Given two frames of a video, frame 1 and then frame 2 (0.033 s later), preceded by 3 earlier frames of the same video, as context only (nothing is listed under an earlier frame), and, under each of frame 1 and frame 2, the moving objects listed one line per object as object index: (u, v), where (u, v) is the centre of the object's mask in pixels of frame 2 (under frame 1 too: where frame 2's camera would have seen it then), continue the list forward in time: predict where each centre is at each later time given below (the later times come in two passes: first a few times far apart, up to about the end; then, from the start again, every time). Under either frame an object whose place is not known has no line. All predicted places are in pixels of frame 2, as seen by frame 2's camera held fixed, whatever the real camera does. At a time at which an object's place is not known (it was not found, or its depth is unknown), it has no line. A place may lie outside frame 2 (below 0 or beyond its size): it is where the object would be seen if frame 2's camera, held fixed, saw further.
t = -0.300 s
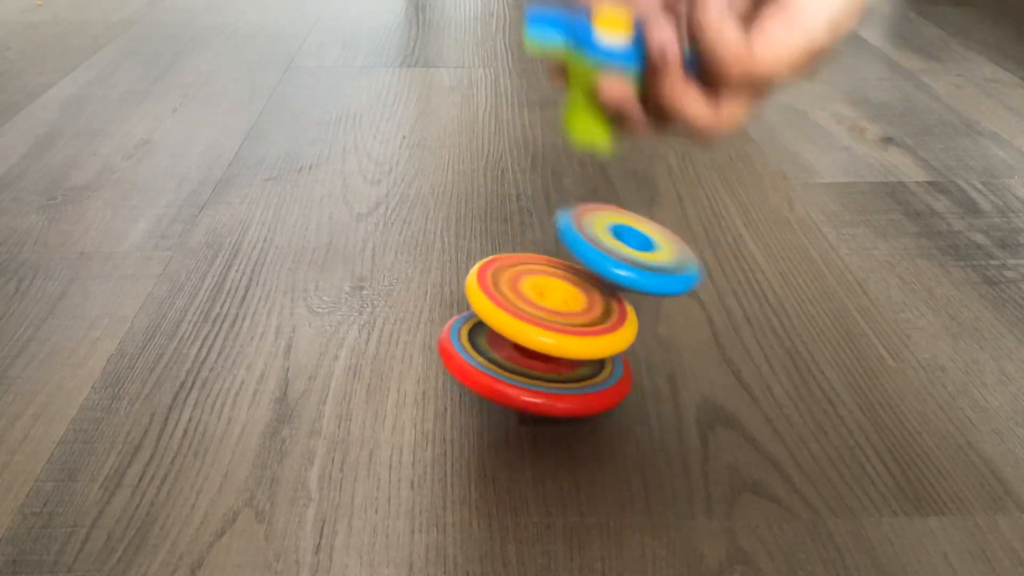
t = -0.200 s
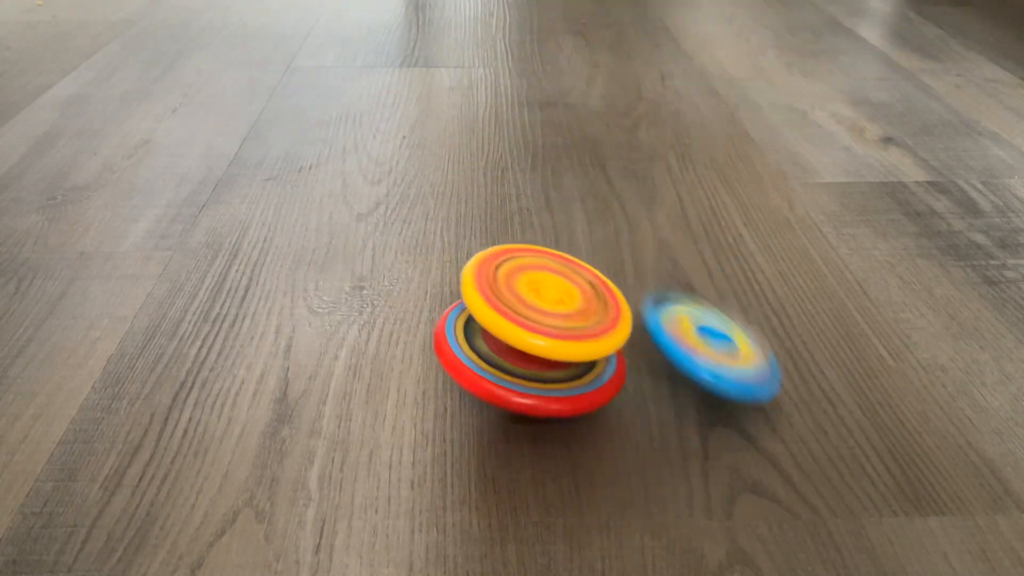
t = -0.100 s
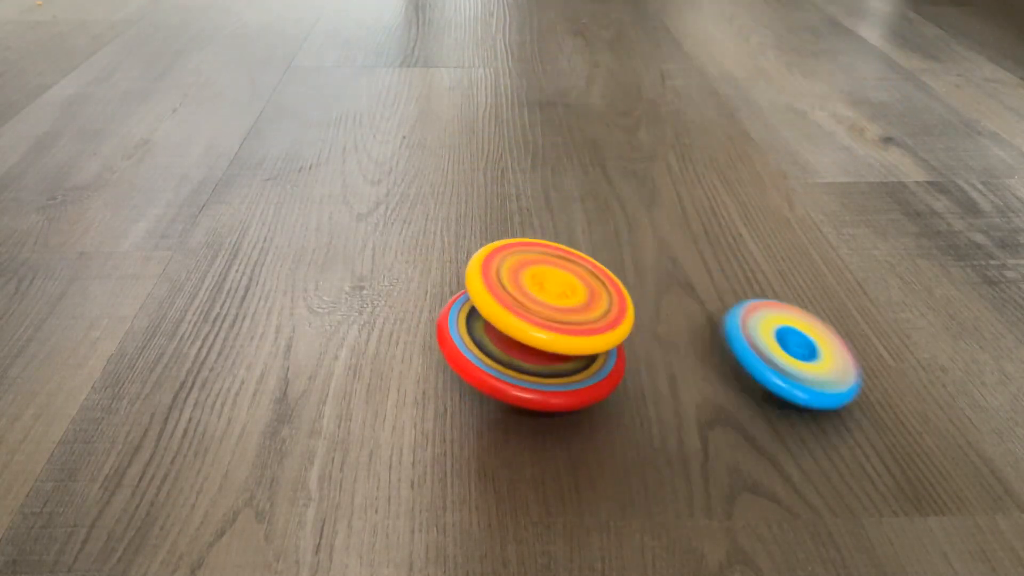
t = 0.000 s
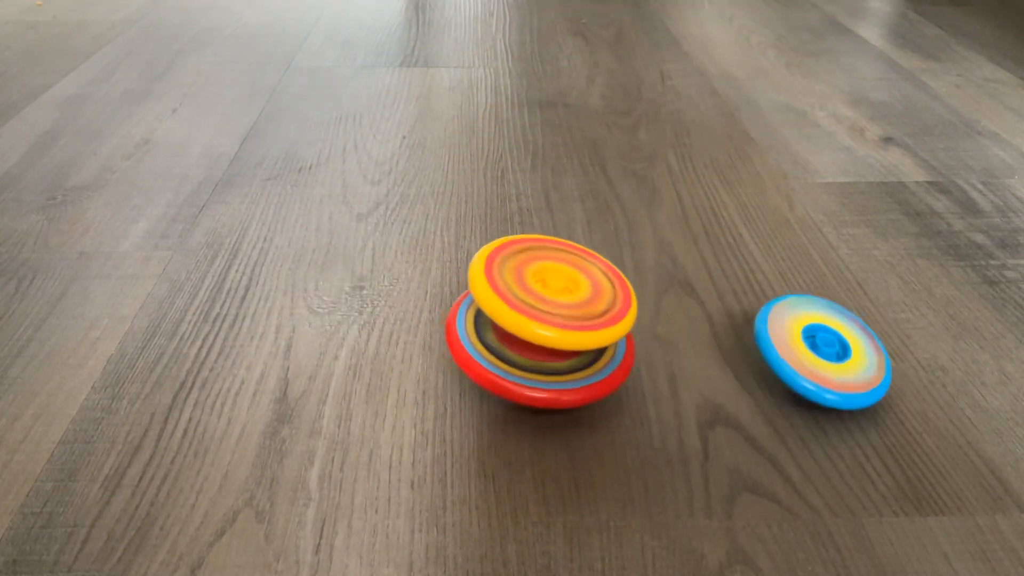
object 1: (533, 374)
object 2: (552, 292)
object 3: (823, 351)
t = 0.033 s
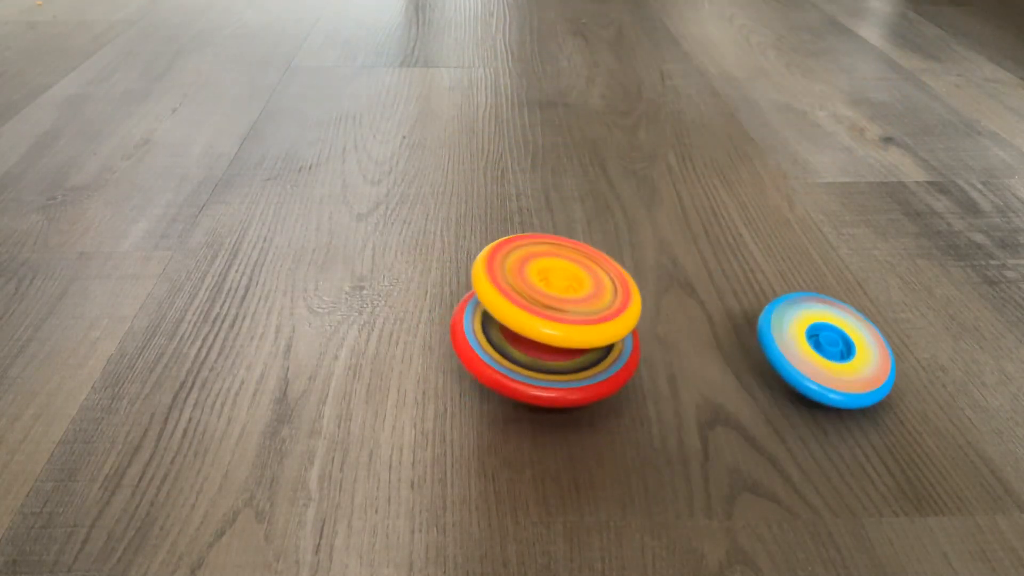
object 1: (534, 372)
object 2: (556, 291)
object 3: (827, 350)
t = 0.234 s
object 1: (574, 373)
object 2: (587, 289)
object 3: (851, 343)
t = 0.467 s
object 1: (627, 382)
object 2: (621, 296)
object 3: (887, 342)
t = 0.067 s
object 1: (542, 371)
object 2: (562, 290)
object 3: (830, 349)
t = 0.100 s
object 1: (548, 373)
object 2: (567, 290)
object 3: (834, 347)
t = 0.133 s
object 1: (554, 372)
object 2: (572, 290)
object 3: (838, 346)
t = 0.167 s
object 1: (562, 373)
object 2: (577, 289)
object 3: (843, 345)
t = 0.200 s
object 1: (569, 375)
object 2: (581, 289)
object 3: (847, 343)
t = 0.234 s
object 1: (574, 373)
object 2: (587, 289)
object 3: (851, 343)
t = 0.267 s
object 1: (582, 375)
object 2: (592, 289)
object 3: (856, 342)
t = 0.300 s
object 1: (591, 379)
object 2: (598, 290)
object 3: (861, 342)
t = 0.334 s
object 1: (595, 375)
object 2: (604, 290)
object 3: (866, 342)
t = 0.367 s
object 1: (606, 380)
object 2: (608, 293)
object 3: (871, 341)
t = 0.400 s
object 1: (615, 381)
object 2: (613, 294)
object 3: (876, 341)
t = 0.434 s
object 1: (617, 379)
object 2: (617, 294)
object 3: (881, 341)
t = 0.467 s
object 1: (627, 382)
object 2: (621, 296)
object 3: (887, 342)
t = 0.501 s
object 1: (630, 383)
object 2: (627, 298)
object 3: (892, 342)
